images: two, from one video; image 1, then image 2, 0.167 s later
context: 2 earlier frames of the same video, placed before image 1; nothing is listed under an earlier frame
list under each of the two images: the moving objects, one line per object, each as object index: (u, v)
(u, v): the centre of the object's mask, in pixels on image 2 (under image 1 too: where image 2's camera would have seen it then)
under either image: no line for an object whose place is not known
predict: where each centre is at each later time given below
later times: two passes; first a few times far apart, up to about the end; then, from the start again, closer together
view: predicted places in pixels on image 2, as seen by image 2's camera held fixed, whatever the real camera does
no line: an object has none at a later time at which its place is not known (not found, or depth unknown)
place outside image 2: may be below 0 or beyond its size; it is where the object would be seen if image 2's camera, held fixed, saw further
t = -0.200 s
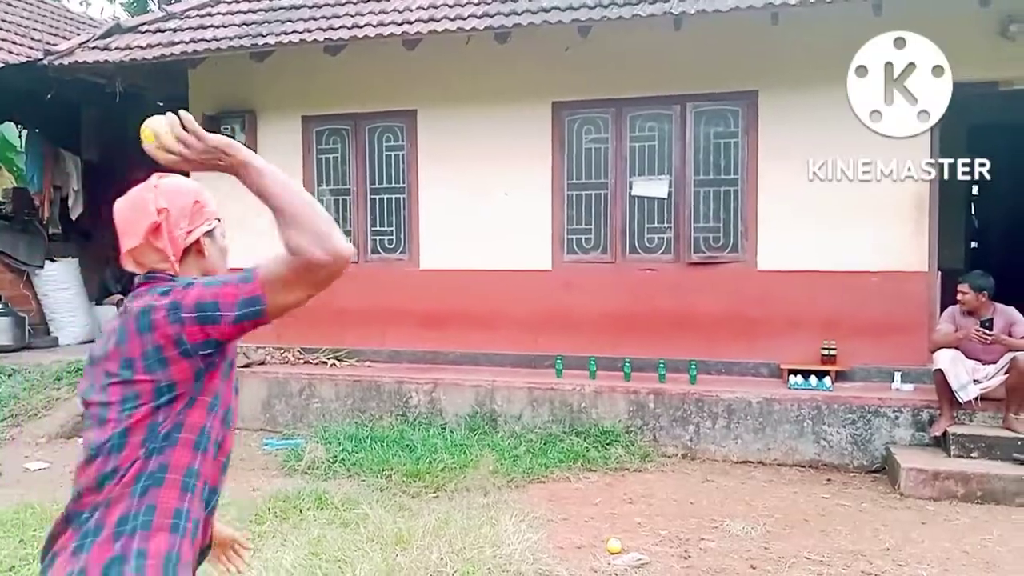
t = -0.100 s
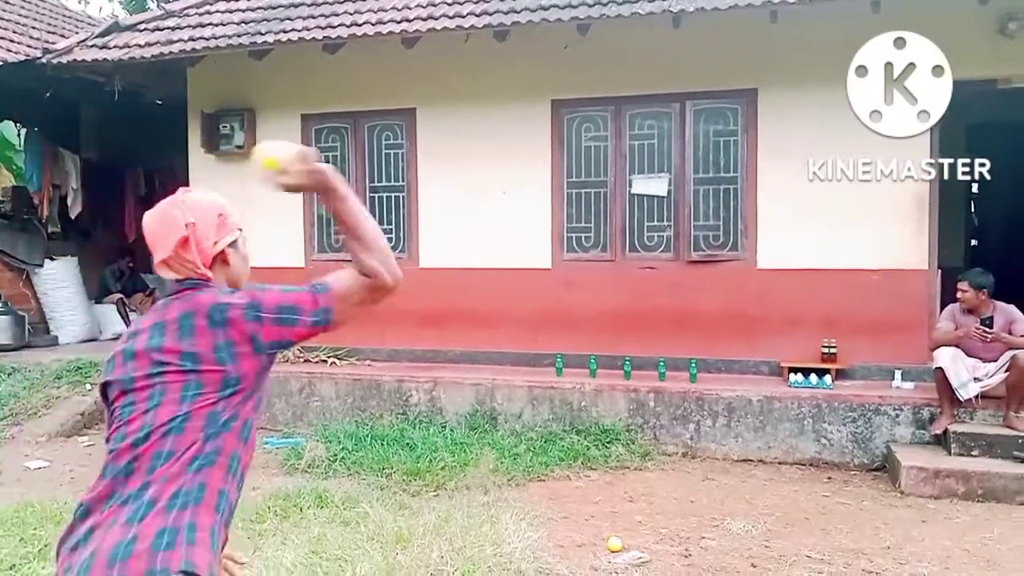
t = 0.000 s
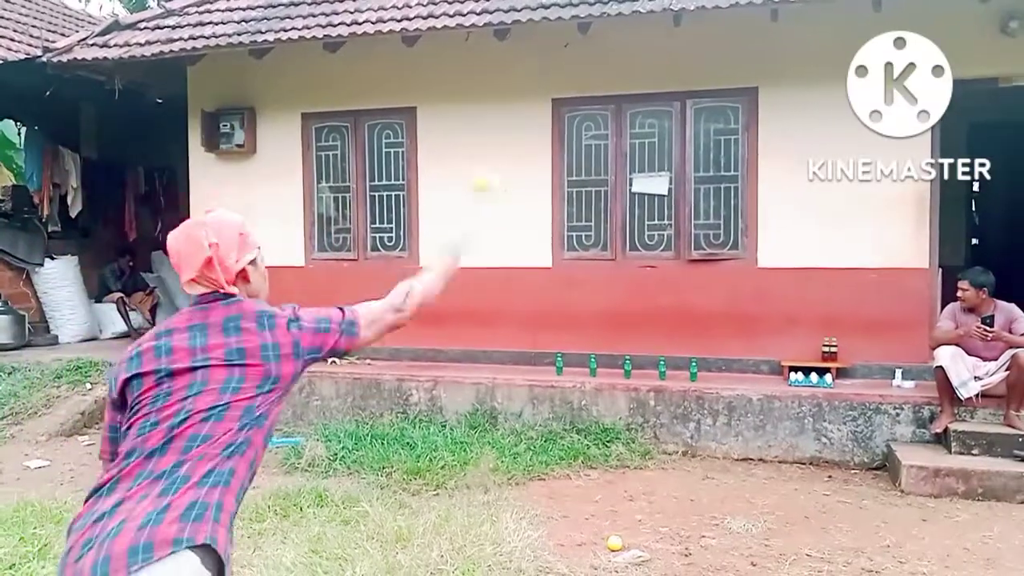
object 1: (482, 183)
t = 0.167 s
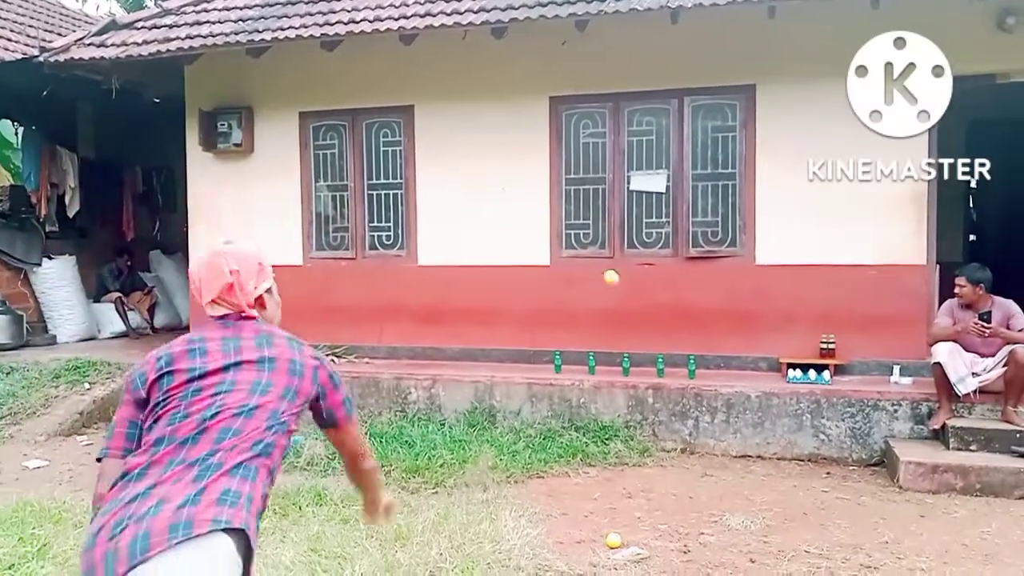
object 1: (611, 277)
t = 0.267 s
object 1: (641, 320)
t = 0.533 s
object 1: (644, 344)
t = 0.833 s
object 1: (601, 416)
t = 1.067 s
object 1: (553, 510)
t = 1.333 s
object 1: (474, 473)
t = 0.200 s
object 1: (623, 292)
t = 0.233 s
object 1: (633, 307)
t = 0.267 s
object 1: (641, 320)
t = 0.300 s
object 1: (648, 333)
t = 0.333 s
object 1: (654, 346)
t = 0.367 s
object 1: (657, 356)
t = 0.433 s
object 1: (654, 355)
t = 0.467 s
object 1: (652, 350)
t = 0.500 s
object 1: (648, 346)
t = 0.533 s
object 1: (644, 344)
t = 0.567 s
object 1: (640, 343)
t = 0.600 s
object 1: (635, 344)
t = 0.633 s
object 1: (631, 348)
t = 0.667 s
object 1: (626, 353)
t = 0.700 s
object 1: (622, 361)
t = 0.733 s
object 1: (617, 370)
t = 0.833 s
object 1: (601, 416)
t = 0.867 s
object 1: (594, 436)
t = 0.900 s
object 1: (589, 460)
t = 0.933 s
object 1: (582, 486)
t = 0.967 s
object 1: (577, 517)
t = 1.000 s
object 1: (570, 545)
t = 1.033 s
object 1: (562, 524)
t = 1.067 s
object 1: (553, 510)
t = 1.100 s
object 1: (545, 497)
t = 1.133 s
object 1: (536, 485)
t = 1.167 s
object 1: (526, 476)
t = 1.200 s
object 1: (517, 471)
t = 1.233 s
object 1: (506, 467)
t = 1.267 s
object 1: (496, 465)
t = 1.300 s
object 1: (485, 468)
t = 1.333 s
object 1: (474, 473)
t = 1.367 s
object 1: (462, 482)
